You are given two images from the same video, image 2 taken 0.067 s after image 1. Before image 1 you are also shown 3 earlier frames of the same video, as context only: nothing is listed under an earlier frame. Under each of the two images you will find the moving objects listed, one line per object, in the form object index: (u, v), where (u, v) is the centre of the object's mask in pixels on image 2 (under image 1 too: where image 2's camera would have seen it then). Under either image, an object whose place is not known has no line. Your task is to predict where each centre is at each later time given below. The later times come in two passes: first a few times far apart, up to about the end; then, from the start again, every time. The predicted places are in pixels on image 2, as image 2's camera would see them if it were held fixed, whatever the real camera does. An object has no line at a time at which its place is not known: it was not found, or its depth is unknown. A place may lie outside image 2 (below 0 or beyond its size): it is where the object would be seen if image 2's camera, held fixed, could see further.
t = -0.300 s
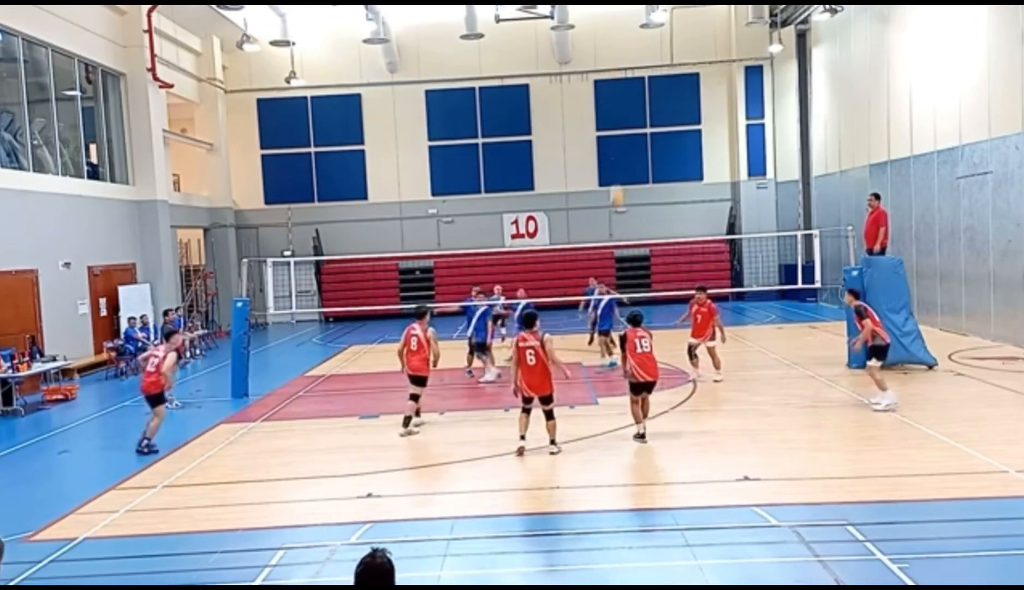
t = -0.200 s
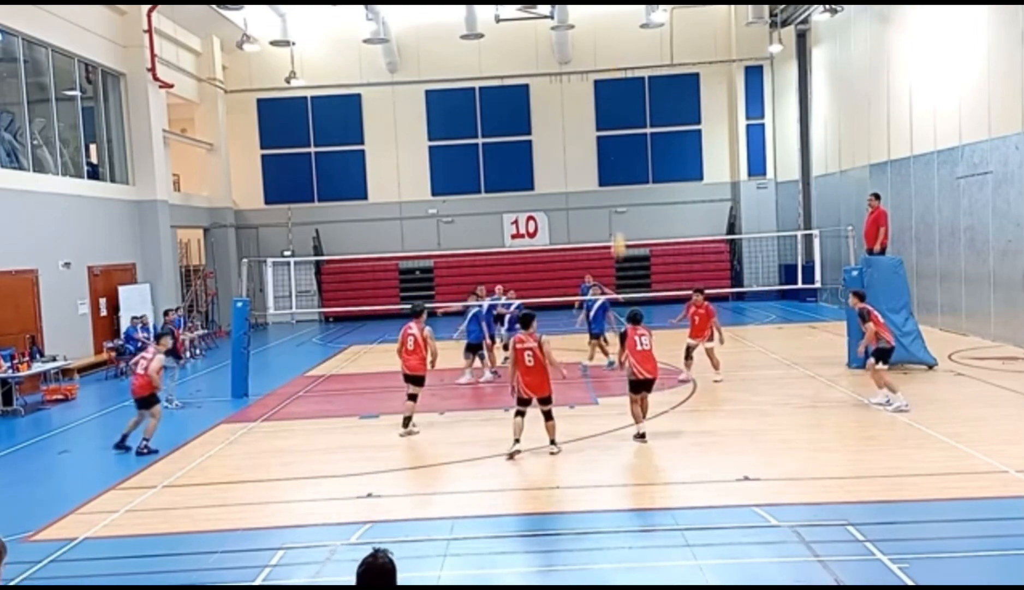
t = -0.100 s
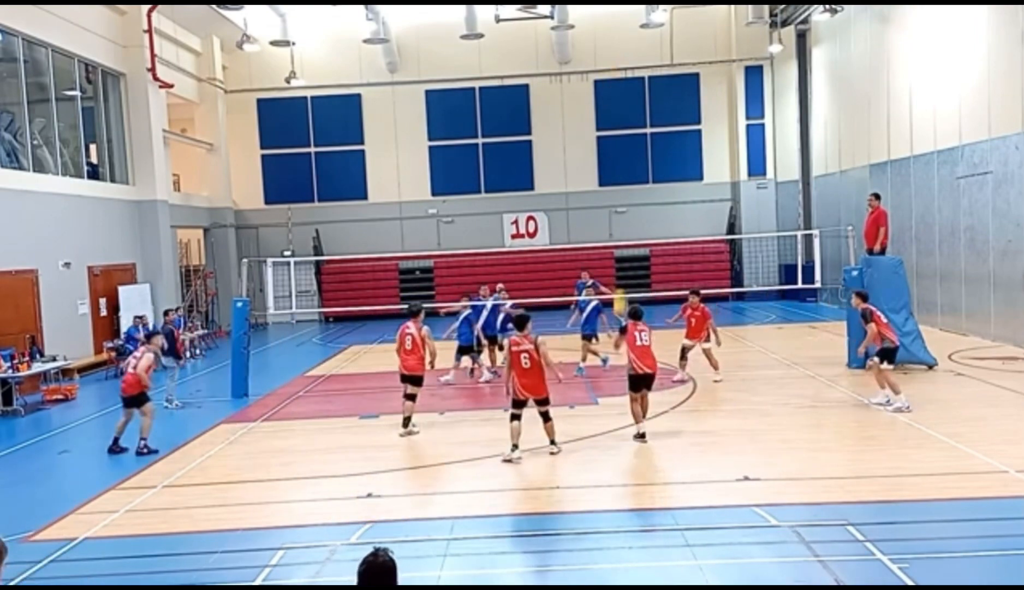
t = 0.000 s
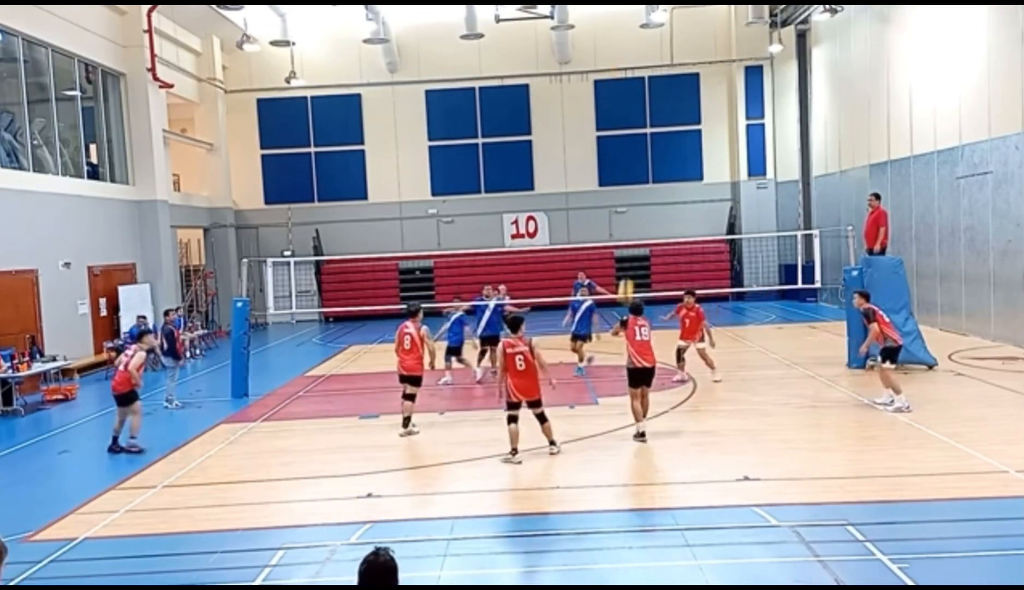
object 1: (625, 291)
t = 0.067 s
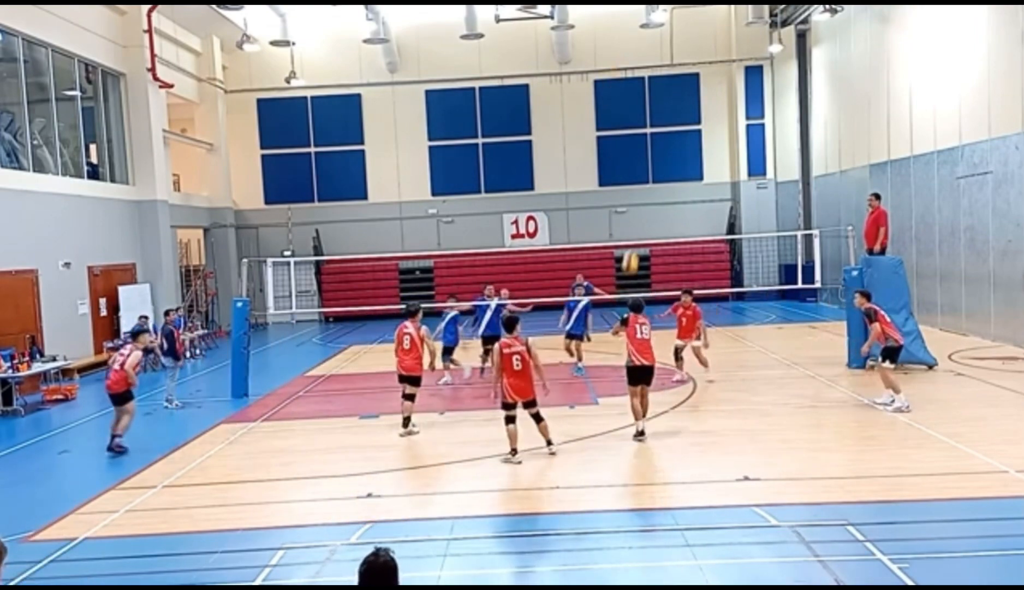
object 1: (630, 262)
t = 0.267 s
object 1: (644, 196)
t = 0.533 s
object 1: (661, 156)
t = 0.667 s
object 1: (670, 155)
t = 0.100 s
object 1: (632, 250)
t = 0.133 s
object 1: (634, 235)
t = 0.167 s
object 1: (637, 224)
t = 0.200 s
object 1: (639, 214)
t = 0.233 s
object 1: (641, 204)
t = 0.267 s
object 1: (644, 196)
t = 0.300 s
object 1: (646, 188)
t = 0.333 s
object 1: (648, 180)
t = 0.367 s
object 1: (651, 175)
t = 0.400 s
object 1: (653, 170)
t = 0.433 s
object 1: (655, 165)
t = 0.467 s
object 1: (657, 161)
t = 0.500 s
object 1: (659, 158)
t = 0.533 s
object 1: (661, 156)
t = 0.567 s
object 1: (663, 155)
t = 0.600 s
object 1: (665, 154)
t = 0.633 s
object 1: (668, 154)
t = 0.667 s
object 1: (670, 155)
